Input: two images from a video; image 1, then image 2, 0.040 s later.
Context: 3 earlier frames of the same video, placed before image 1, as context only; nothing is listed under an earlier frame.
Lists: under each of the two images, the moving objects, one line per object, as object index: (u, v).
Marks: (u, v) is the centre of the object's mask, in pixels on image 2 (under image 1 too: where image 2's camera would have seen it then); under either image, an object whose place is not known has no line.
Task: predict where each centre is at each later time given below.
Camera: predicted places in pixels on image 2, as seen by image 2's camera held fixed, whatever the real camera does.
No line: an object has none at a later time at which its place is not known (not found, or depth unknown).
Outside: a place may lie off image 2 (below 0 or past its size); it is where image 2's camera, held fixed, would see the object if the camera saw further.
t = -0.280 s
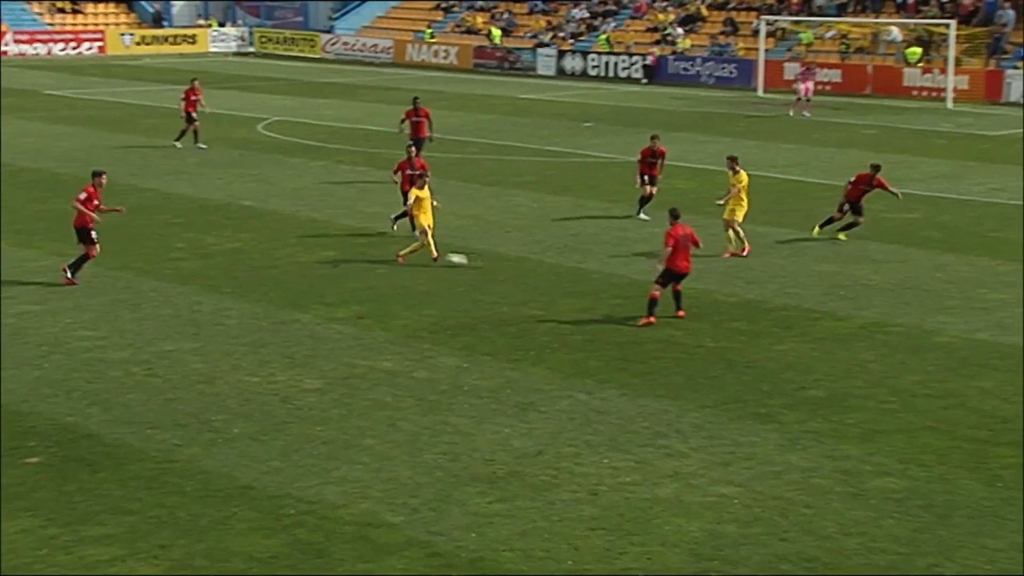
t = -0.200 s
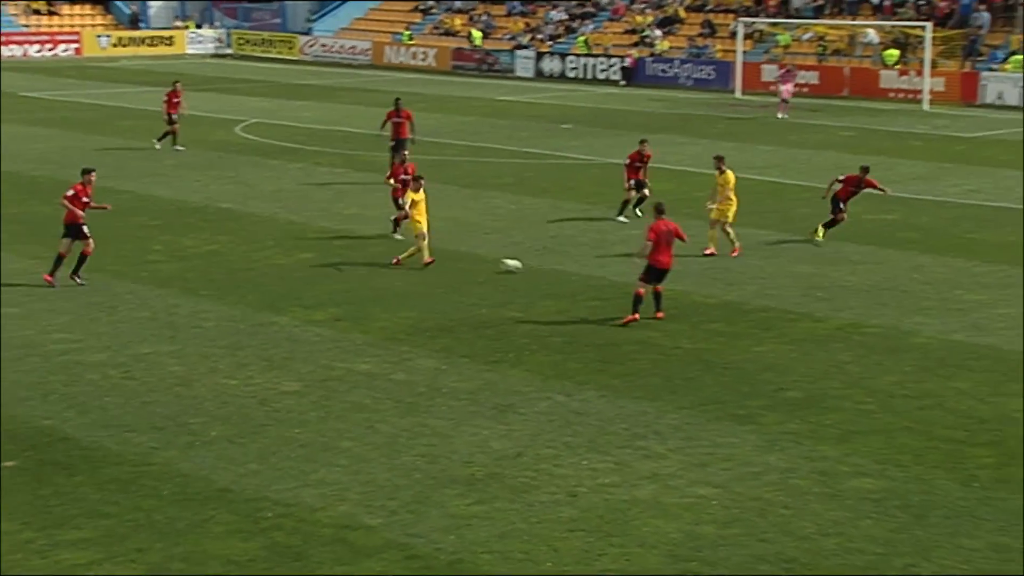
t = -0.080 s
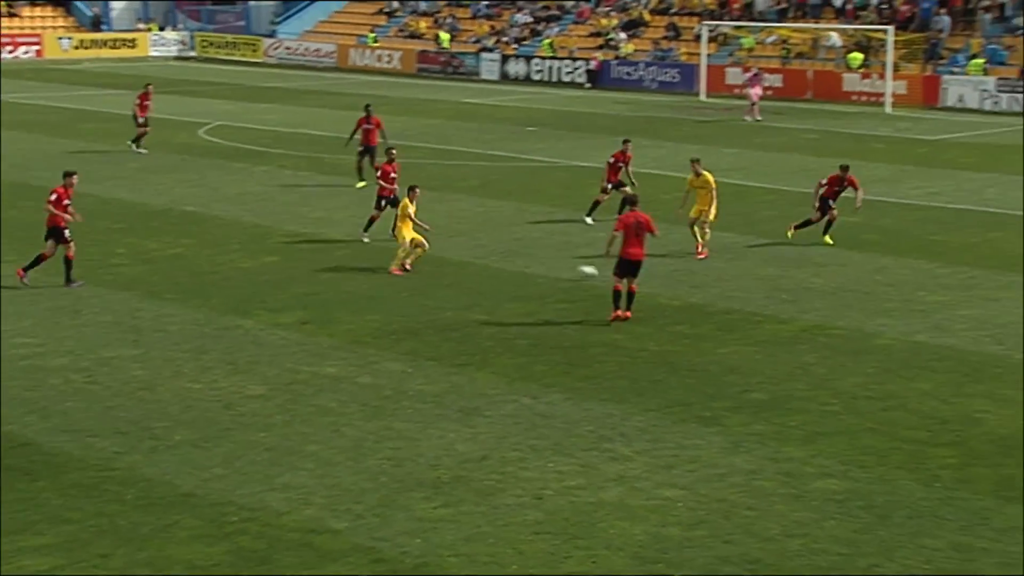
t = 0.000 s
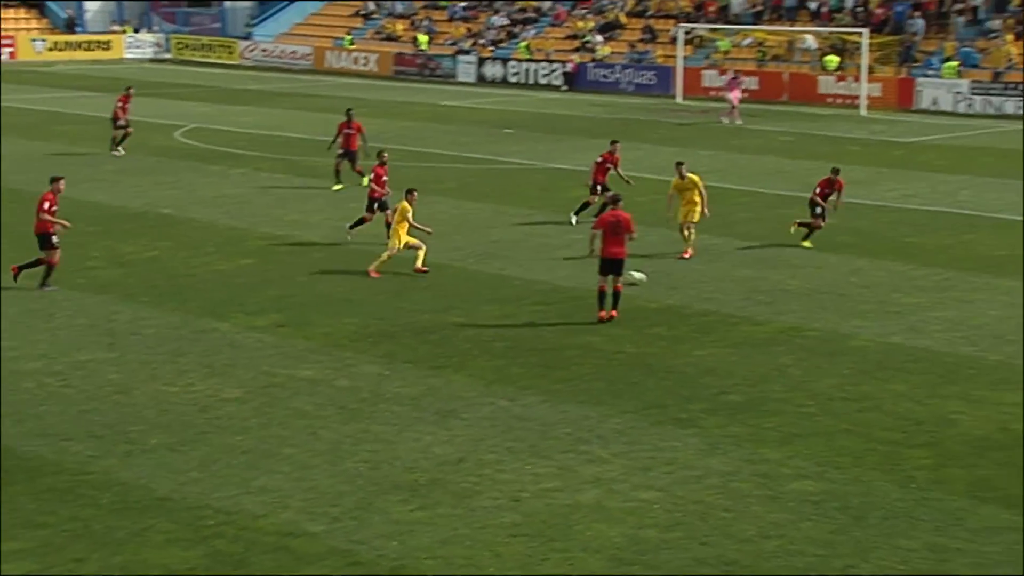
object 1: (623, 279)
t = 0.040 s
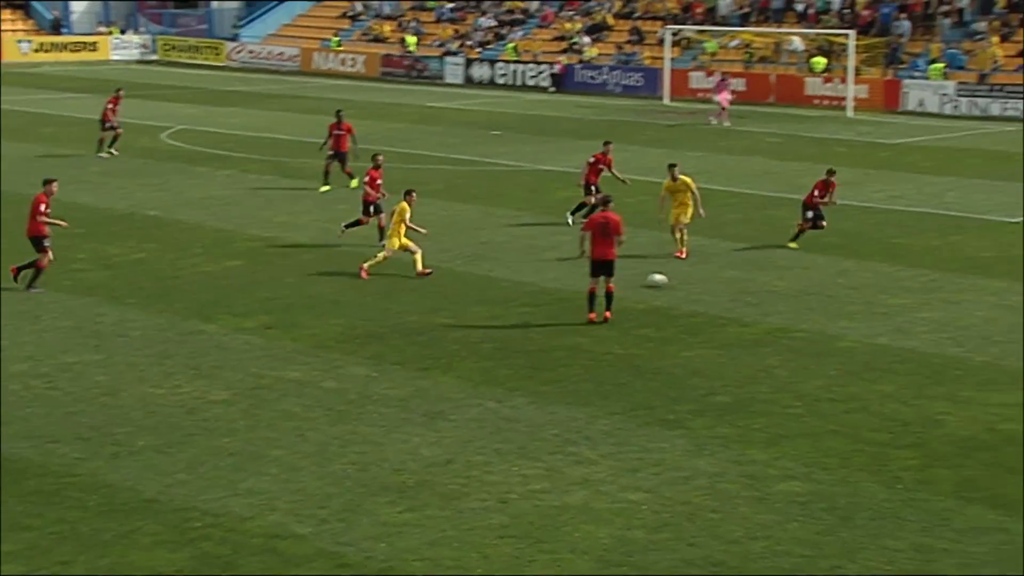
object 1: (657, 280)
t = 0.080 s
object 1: (691, 280)
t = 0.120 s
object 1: (725, 281)
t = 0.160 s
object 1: (758, 283)
